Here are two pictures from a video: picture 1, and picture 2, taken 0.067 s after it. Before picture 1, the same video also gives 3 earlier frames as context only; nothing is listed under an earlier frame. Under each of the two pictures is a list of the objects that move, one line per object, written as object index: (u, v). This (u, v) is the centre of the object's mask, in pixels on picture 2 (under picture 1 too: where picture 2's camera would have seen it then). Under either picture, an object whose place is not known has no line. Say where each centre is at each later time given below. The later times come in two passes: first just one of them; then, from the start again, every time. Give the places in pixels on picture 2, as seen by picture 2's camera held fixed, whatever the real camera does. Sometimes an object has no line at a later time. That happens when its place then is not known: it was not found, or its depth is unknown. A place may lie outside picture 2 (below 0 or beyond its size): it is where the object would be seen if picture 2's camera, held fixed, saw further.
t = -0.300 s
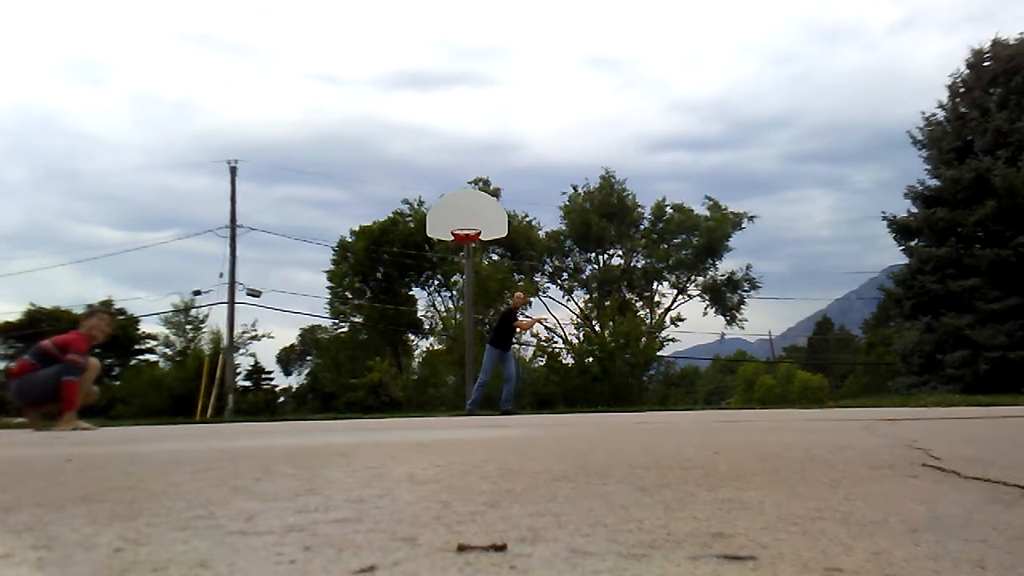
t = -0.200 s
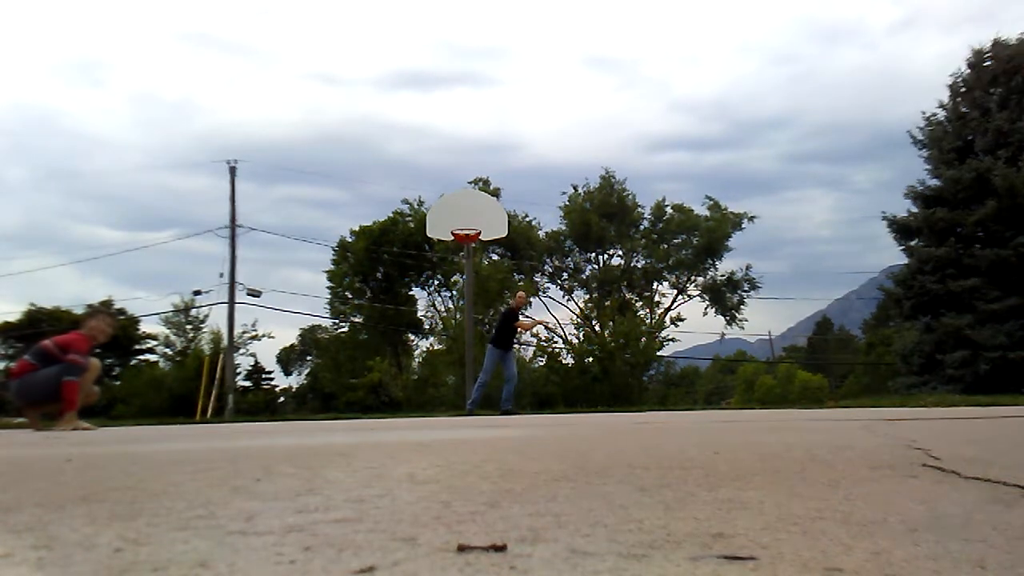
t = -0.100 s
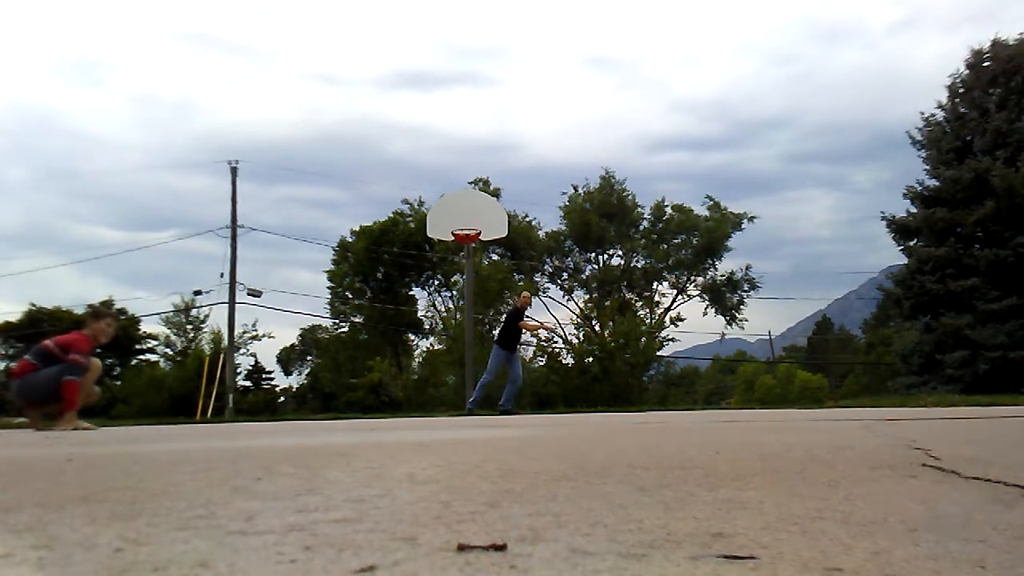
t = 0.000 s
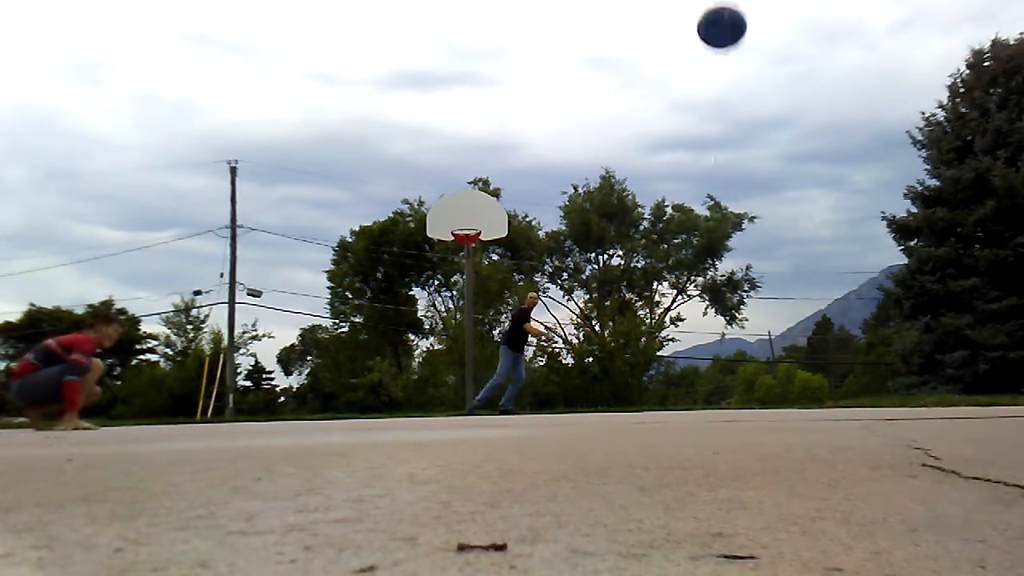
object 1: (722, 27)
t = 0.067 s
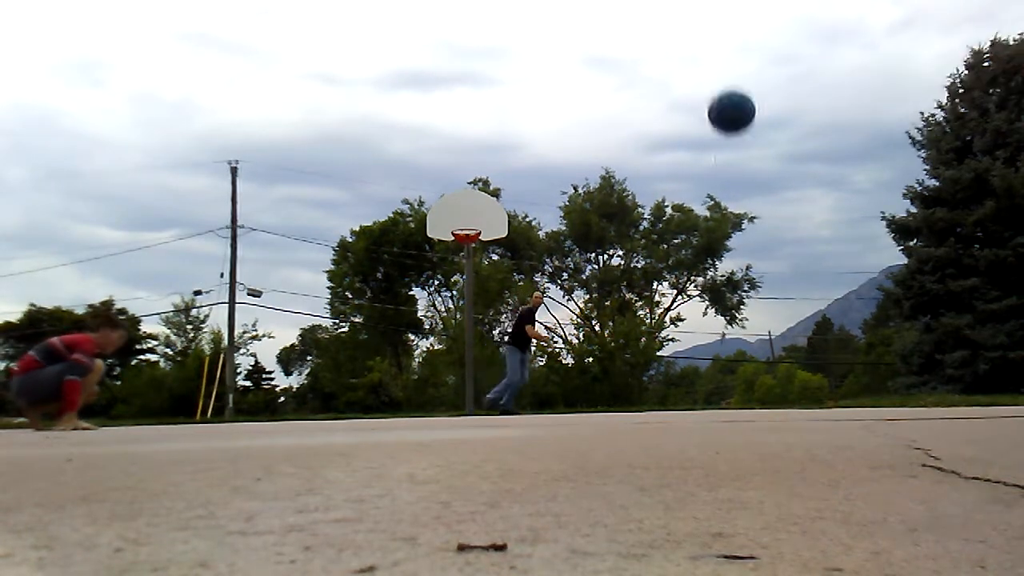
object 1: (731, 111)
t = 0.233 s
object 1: (756, 320)
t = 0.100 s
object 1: (736, 153)
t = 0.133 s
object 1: (742, 195)
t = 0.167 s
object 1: (747, 236)
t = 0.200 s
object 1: (751, 279)
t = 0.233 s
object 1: (756, 320)
